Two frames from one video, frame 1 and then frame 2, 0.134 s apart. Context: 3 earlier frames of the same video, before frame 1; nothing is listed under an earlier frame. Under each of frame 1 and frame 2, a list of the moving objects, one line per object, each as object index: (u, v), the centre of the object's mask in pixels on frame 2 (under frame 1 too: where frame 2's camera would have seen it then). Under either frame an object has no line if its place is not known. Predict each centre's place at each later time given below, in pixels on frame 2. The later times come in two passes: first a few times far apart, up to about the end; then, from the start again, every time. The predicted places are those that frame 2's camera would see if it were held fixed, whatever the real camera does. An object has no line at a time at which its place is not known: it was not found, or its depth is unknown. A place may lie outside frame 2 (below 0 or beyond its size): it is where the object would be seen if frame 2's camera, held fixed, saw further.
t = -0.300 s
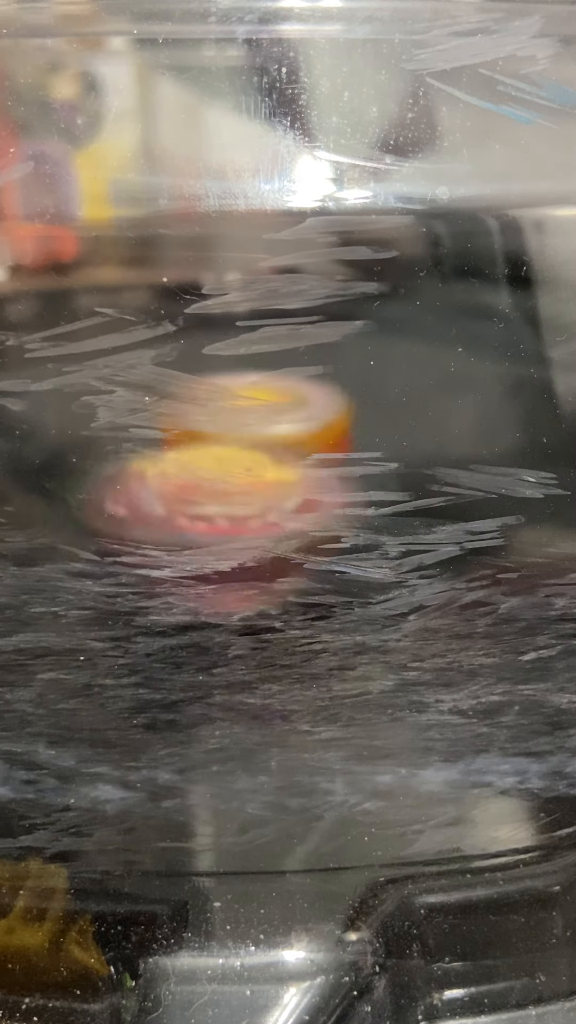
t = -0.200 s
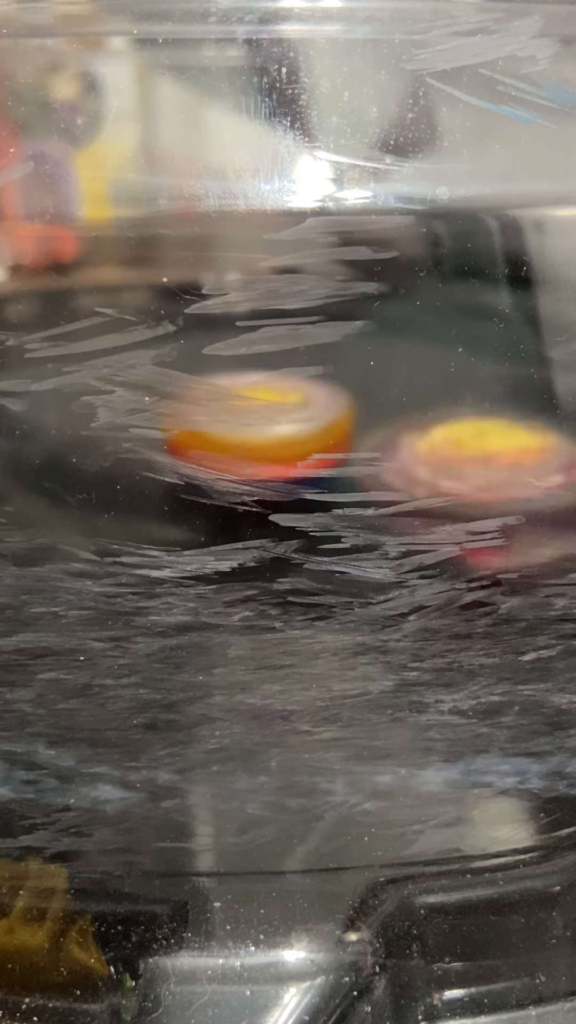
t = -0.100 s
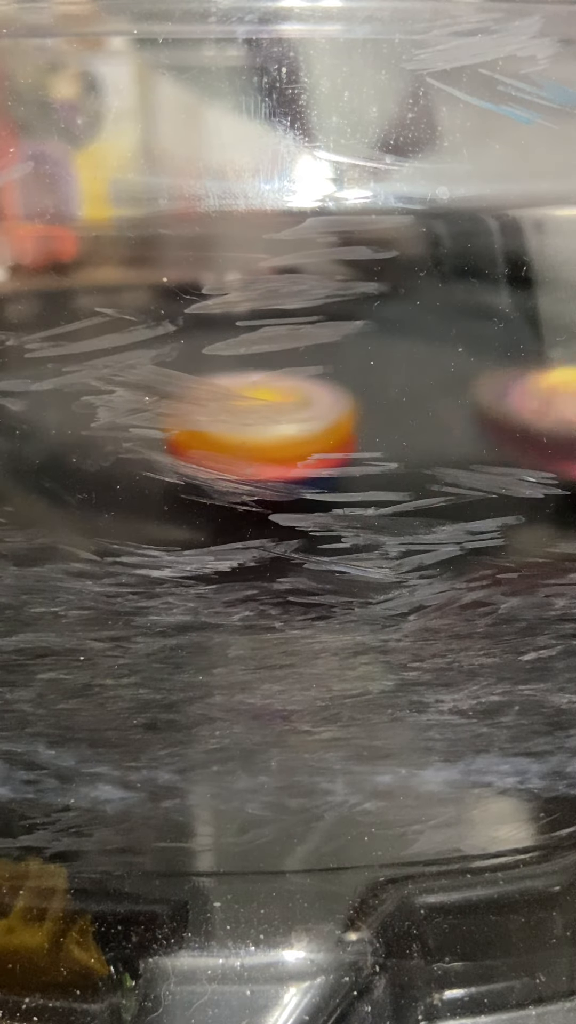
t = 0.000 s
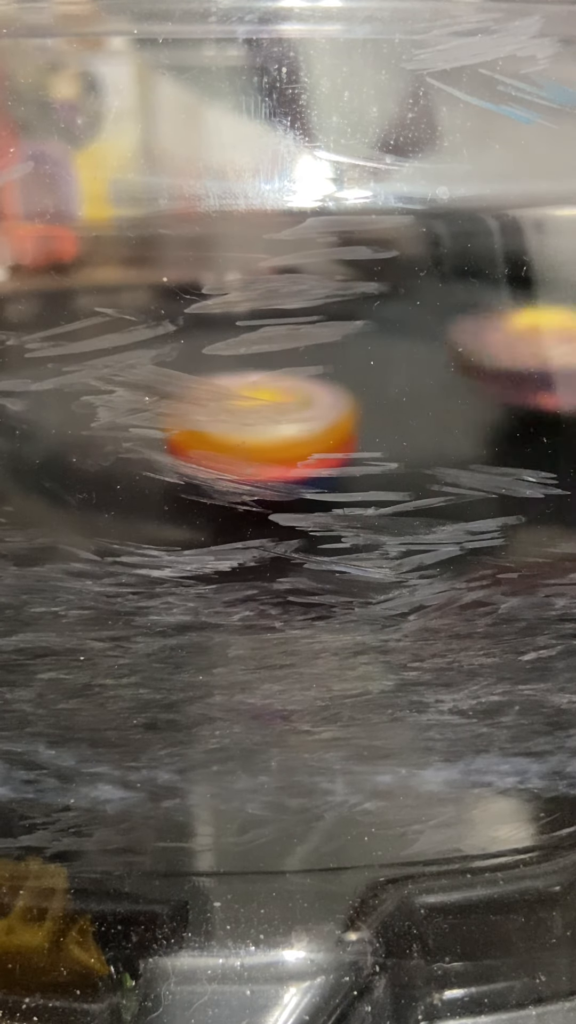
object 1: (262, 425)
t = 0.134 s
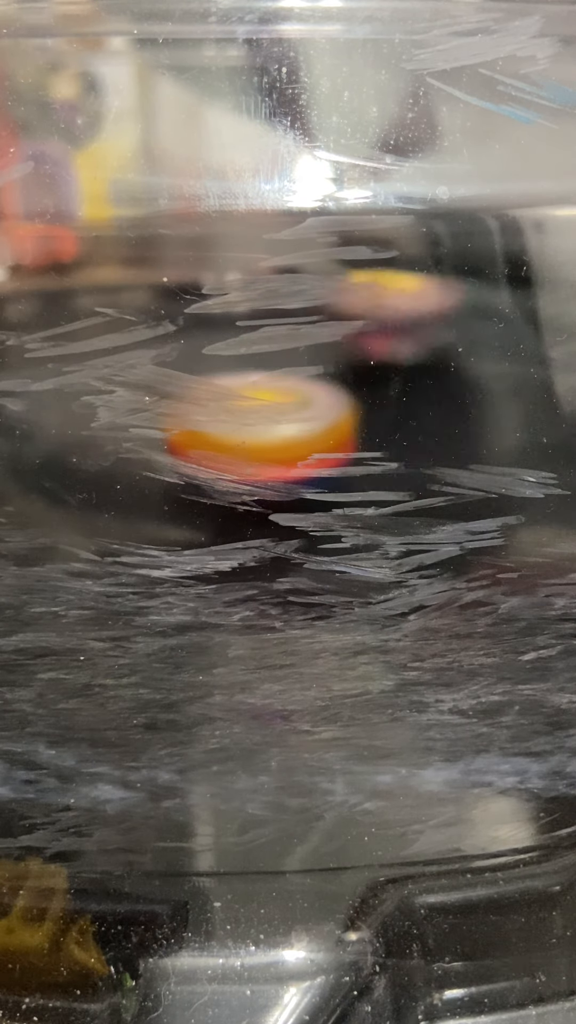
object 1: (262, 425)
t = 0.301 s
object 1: (262, 425)
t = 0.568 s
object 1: (264, 425)
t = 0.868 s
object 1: (265, 425)
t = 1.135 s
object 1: (265, 425)
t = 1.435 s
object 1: (264, 425)
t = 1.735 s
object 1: (266, 424)
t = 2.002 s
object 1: (265, 426)
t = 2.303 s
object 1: (264, 427)
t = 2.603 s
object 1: (263, 426)
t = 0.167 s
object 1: (263, 425)
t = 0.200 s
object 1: (262, 425)
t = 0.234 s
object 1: (262, 425)
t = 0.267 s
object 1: (262, 425)
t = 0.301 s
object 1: (262, 425)
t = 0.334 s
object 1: (262, 425)
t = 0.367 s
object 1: (262, 425)
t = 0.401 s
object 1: (263, 425)
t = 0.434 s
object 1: (263, 426)
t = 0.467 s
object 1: (263, 425)
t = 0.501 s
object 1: (264, 425)
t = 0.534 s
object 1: (264, 425)
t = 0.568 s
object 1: (264, 425)
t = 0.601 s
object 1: (263, 425)
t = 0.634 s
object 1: (264, 425)
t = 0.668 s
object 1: (264, 425)
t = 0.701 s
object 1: (268, 423)
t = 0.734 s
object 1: (271, 415)
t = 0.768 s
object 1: (263, 413)
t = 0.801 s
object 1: (256, 418)
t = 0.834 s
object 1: (262, 423)
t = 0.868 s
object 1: (265, 425)
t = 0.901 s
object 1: (264, 425)
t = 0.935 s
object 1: (264, 425)
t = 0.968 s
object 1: (265, 425)
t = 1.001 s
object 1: (265, 425)
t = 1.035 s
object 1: (265, 425)
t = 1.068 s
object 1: (265, 425)
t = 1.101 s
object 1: (265, 425)
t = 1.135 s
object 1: (265, 425)
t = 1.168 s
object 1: (264, 425)
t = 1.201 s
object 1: (265, 425)
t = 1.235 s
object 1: (265, 425)
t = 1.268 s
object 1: (265, 425)
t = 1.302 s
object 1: (264, 425)
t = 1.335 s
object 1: (264, 425)
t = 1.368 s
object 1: (264, 425)
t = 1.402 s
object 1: (264, 425)
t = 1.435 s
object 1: (264, 425)
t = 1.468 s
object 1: (264, 425)
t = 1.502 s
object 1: (264, 425)
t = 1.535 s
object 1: (264, 425)
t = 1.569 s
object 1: (265, 425)
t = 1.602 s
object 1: (265, 425)
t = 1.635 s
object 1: (265, 425)
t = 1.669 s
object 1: (265, 425)
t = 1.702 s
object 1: (265, 425)
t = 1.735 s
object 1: (266, 424)
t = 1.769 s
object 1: (271, 417)
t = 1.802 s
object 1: (267, 414)
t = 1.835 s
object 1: (259, 415)
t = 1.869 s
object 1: (260, 423)
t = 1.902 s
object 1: (264, 426)
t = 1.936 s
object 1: (265, 426)
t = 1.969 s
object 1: (264, 425)
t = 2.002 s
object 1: (265, 426)
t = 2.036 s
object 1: (264, 425)
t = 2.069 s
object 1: (264, 426)
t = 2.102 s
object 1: (264, 426)
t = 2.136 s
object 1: (264, 426)
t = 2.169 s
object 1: (264, 427)
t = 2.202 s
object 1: (264, 426)
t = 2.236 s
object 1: (264, 426)
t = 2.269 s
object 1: (264, 426)
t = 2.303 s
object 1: (264, 427)
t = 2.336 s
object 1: (262, 426)
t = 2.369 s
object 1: (262, 426)
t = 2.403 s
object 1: (262, 426)
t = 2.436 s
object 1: (262, 426)
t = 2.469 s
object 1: (262, 426)
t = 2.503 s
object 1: (263, 426)
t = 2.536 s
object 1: (263, 426)
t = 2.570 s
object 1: (263, 426)
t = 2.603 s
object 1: (263, 426)
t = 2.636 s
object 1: (263, 426)
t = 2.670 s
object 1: (263, 426)
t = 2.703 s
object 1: (262, 426)
